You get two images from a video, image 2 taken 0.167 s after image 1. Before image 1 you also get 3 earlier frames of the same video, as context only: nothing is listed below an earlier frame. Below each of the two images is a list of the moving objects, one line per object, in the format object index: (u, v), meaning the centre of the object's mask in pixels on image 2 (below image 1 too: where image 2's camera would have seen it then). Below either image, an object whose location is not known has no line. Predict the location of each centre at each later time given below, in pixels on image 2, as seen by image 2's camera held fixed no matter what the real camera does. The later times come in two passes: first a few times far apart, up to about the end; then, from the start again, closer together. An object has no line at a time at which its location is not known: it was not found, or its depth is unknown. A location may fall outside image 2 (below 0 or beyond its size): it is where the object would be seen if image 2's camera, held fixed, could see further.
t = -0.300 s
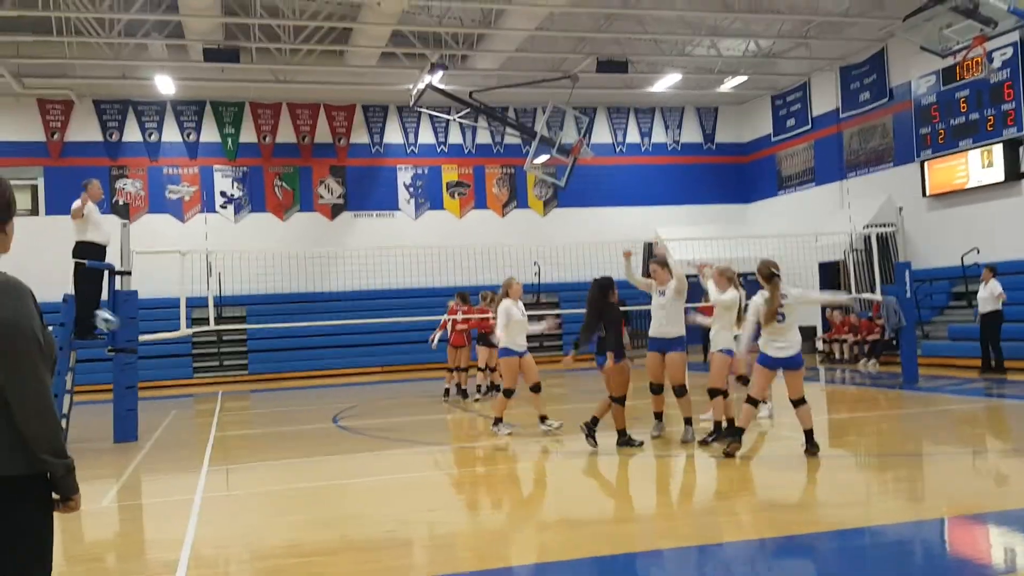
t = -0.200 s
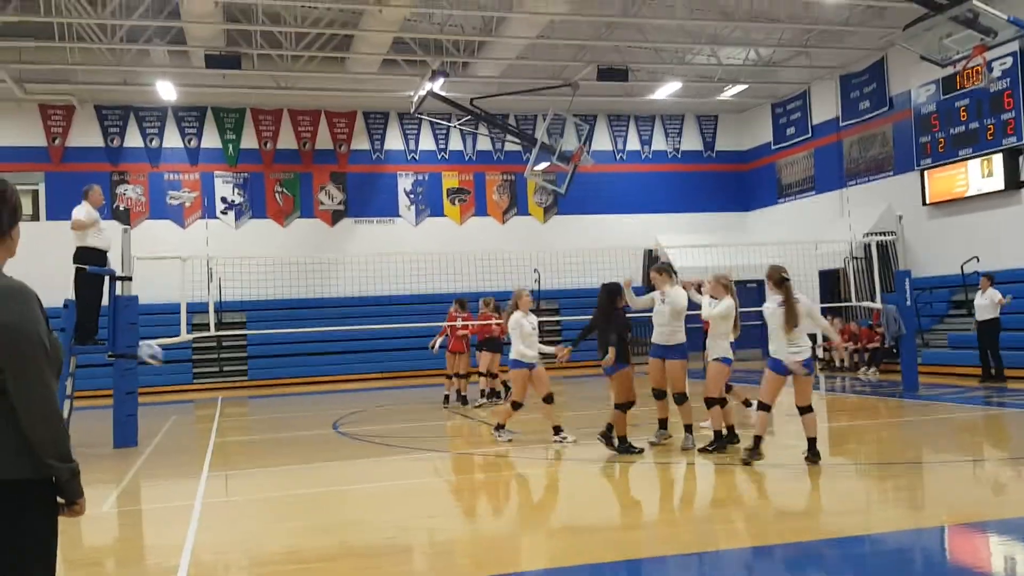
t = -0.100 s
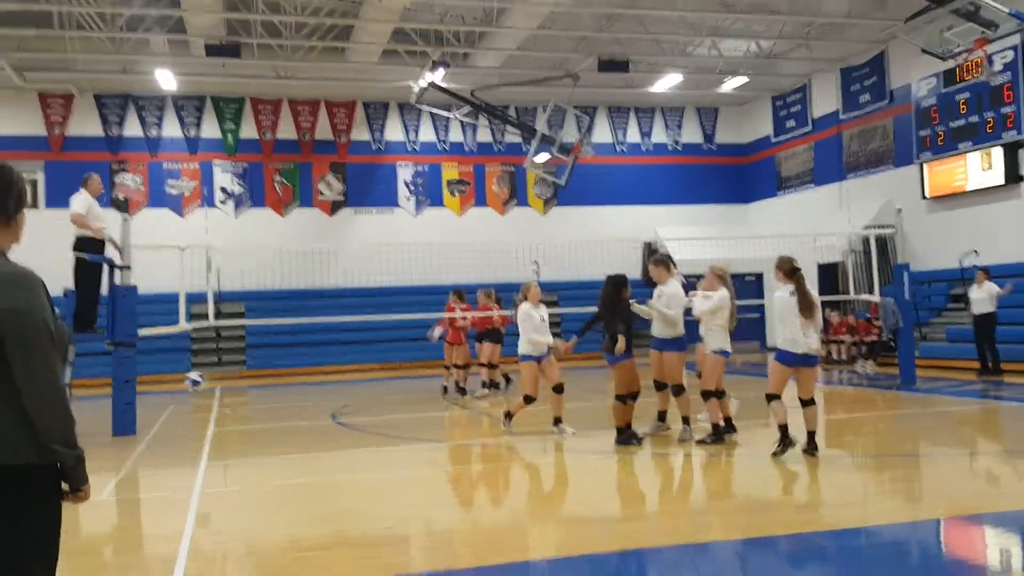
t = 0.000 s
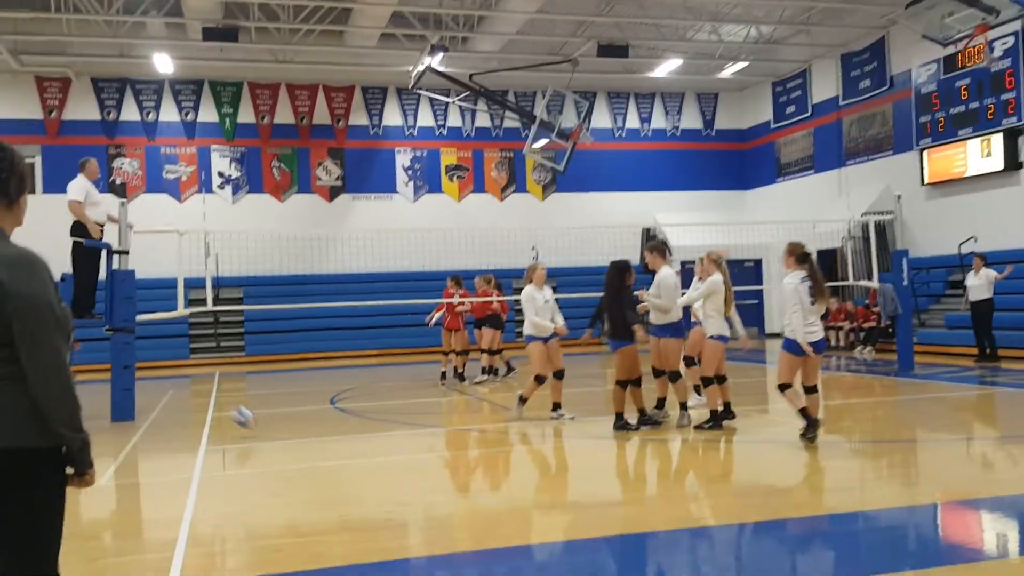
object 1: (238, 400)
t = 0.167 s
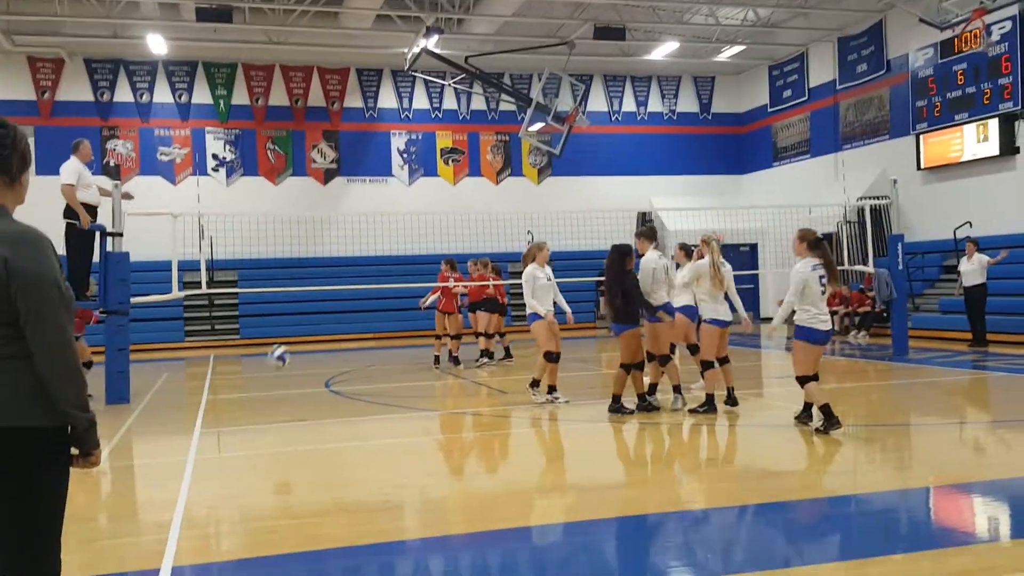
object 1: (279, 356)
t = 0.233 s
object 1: (292, 337)
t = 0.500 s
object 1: (355, 304)
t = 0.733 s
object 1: (412, 335)
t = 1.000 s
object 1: (488, 398)
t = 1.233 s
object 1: (556, 347)
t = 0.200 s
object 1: (285, 347)
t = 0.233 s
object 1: (292, 337)
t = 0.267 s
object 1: (300, 330)
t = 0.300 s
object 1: (308, 323)
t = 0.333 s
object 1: (316, 316)
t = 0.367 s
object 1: (323, 312)
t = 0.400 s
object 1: (331, 308)
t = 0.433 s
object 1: (338, 306)
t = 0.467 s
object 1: (346, 304)
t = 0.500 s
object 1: (355, 304)
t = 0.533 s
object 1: (363, 305)
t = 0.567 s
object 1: (371, 306)
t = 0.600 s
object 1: (380, 310)
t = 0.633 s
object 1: (388, 314)
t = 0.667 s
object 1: (397, 320)
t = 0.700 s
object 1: (404, 327)
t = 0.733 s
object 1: (412, 335)
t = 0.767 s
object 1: (422, 344)
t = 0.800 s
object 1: (434, 355)
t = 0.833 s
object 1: (442, 367)
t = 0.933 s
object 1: (469, 418)
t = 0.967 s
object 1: (480, 409)
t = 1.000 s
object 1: (488, 398)
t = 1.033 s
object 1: (496, 388)
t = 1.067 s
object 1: (505, 378)
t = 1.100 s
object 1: (517, 369)
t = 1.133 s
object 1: (525, 361)
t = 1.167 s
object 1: (536, 355)
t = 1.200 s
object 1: (545, 350)
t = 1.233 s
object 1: (556, 347)
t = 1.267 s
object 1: (565, 344)
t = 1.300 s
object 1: (574, 343)
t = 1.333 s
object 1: (584, 344)
